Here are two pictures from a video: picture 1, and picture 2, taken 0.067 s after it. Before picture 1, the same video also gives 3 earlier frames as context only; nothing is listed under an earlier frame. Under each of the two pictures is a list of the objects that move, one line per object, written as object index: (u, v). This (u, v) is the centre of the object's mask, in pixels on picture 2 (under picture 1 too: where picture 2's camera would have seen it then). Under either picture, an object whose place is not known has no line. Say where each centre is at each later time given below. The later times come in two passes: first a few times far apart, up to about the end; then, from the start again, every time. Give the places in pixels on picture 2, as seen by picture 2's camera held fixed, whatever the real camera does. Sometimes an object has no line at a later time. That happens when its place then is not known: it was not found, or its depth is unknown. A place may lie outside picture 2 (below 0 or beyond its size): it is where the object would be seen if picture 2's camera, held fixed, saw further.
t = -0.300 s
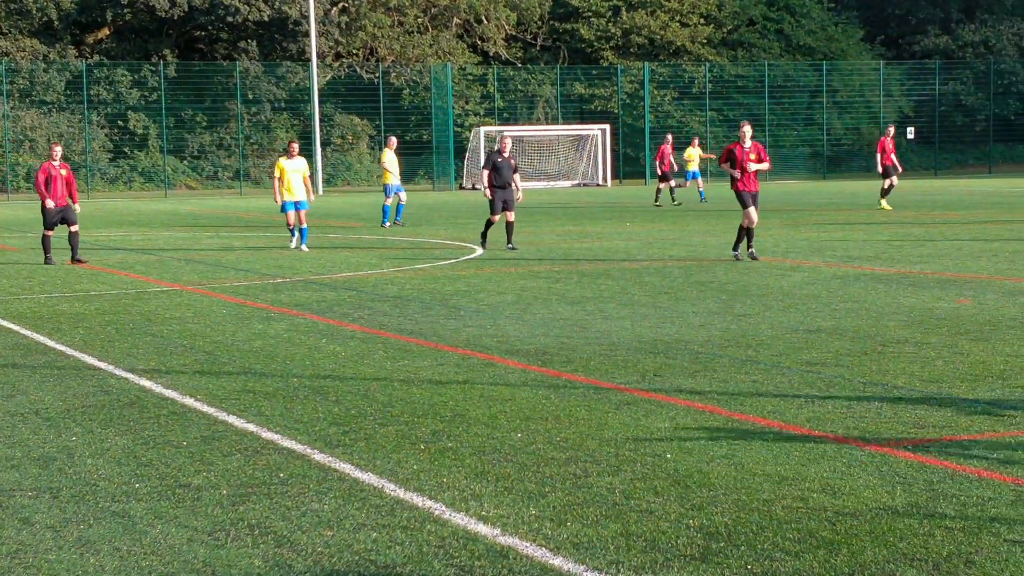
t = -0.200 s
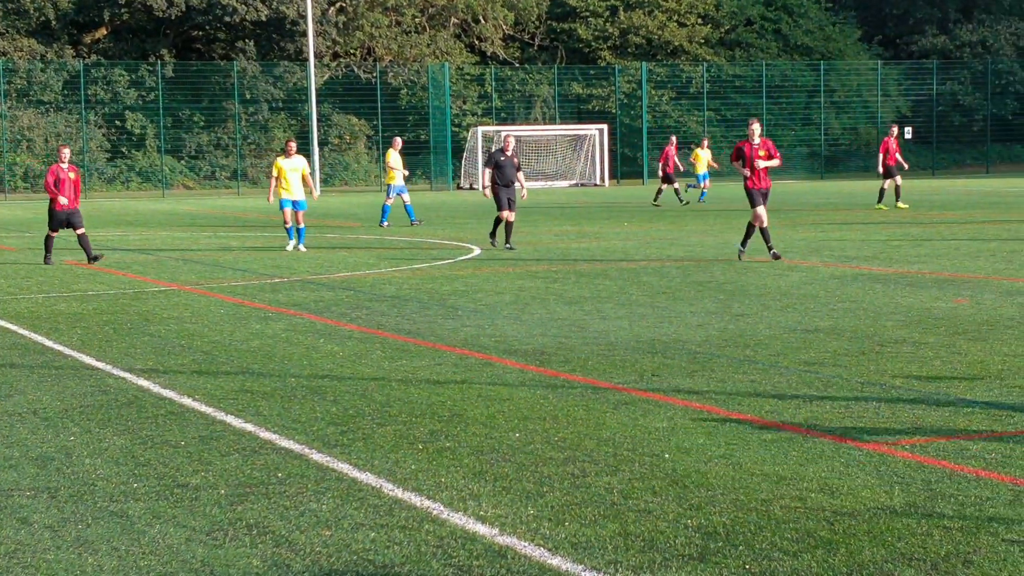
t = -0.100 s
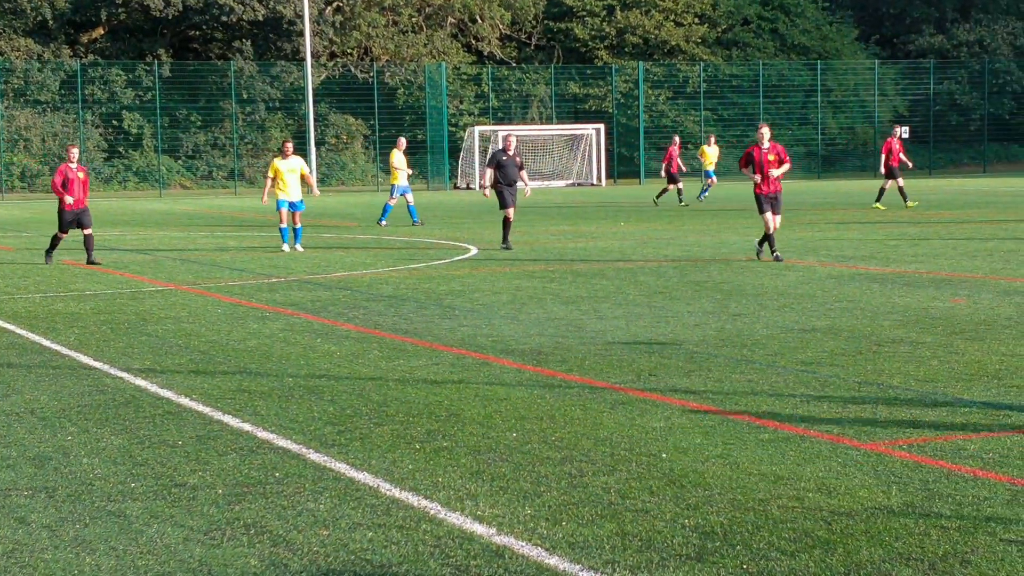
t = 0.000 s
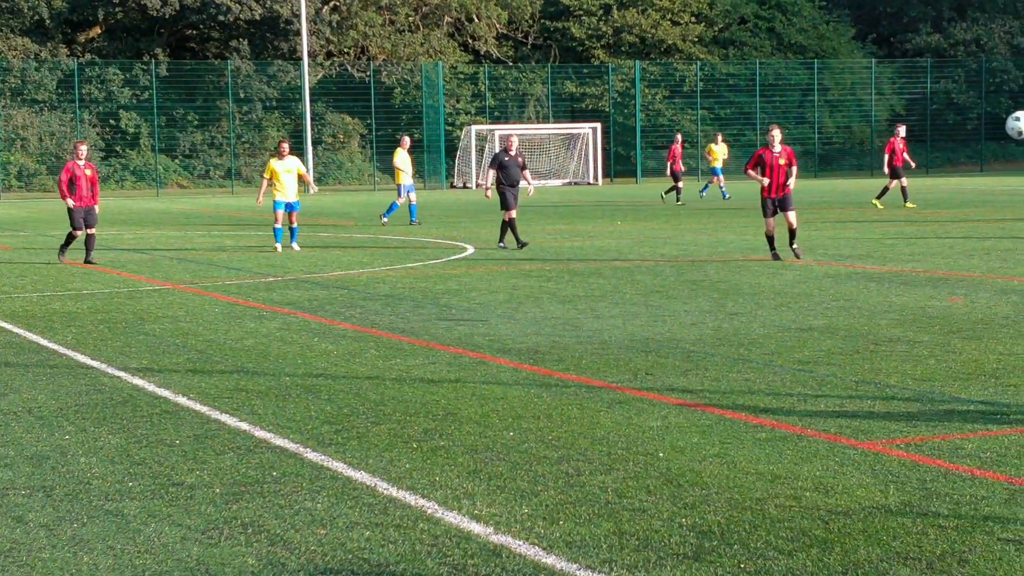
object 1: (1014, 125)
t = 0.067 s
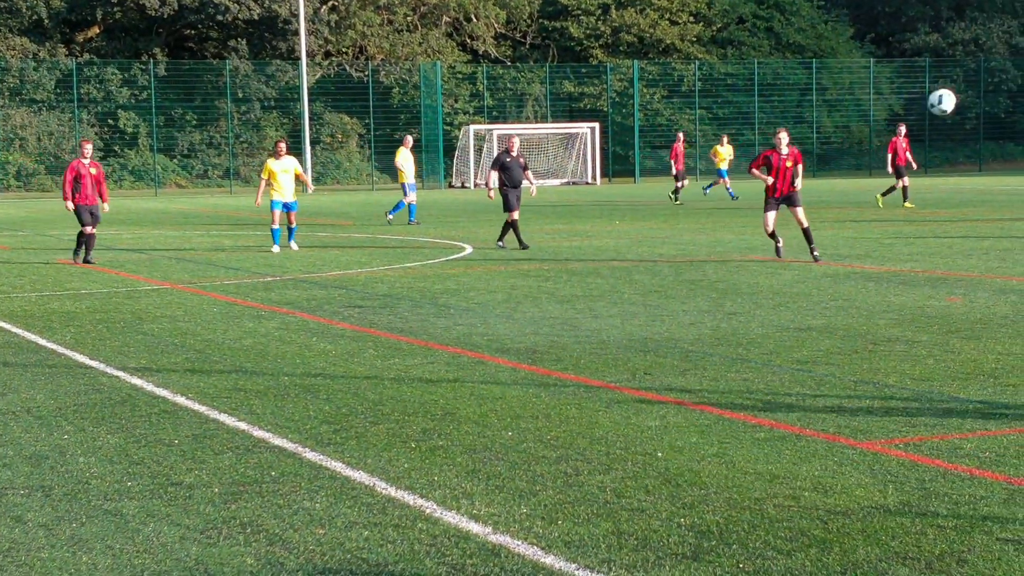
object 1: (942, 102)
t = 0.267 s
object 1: (766, 69)
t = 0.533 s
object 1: (612, 75)
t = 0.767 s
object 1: (519, 109)
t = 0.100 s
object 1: (908, 92)
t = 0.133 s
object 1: (875, 85)
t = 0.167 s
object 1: (846, 79)
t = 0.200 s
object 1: (818, 74)
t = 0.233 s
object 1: (792, 71)
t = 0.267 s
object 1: (766, 69)
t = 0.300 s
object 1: (744, 68)
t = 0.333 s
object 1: (722, 67)
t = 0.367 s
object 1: (701, 66)
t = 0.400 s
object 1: (681, 67)
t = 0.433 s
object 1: (663, 69)
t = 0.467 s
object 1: (645, 71)
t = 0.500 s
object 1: (629, 73)
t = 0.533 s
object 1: (612, 75)
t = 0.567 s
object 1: (597, 80)
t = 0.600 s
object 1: (583, 83)
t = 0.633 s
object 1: (569, 88)
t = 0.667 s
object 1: (556, 92)
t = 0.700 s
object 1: (543, 98)
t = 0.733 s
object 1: (531, 103)
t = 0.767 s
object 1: (519, 109)
